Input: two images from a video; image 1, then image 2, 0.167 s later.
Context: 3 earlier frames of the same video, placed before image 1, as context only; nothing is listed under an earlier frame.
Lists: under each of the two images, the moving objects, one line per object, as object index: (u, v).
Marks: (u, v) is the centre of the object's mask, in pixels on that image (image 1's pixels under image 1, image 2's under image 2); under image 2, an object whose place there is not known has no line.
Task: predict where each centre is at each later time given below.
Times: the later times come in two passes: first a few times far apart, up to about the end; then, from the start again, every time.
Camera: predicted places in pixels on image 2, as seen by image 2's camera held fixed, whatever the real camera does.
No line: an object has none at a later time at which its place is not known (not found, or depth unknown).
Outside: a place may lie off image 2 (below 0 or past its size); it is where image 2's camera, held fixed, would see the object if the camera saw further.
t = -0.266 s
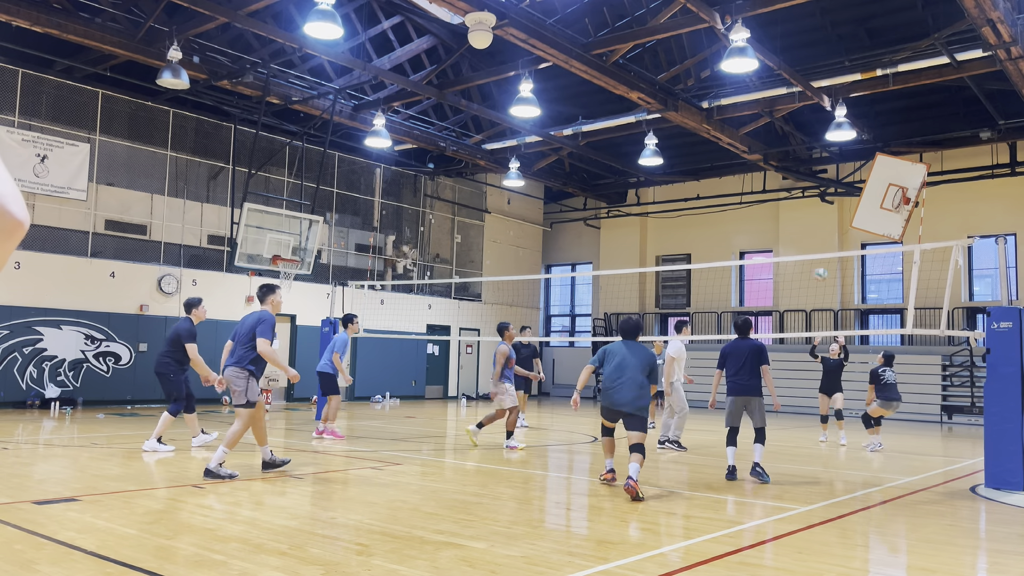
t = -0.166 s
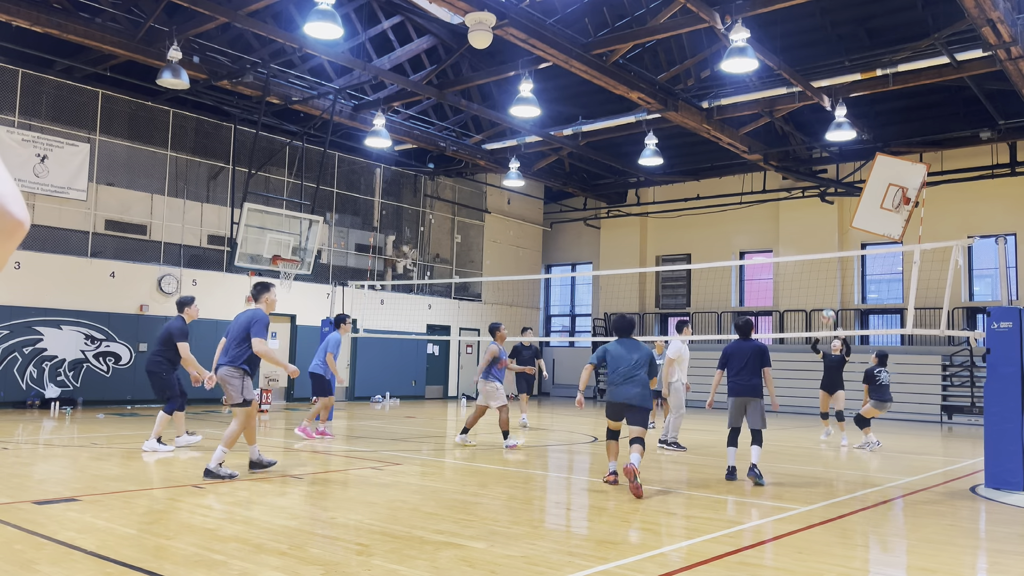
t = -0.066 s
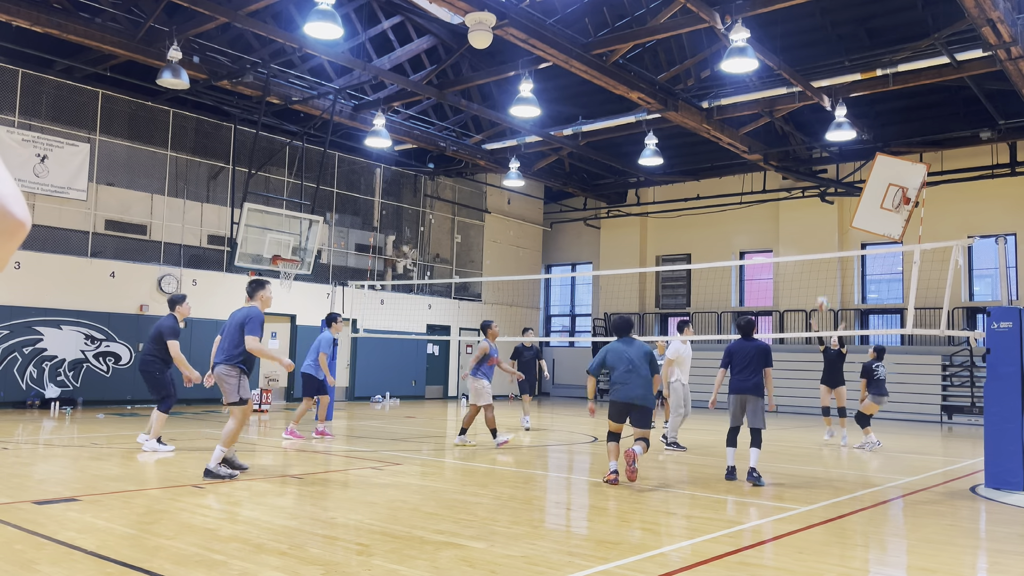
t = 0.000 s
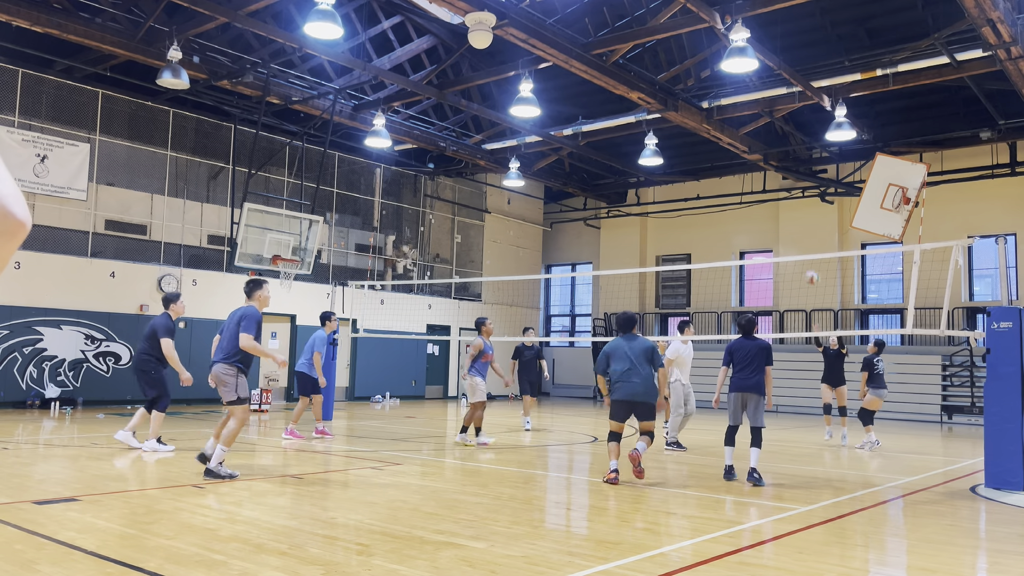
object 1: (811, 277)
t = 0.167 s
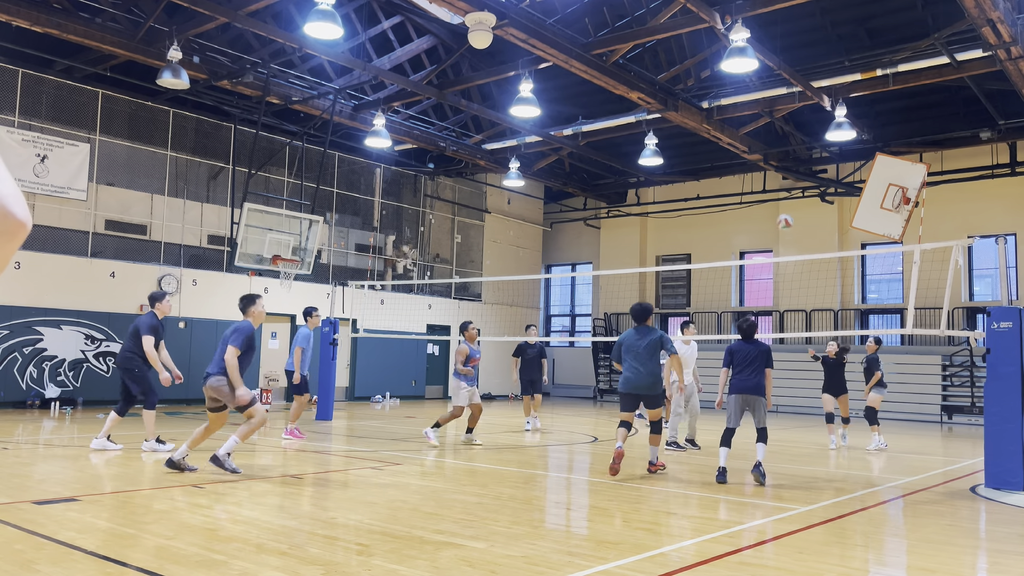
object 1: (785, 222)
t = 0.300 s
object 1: (762, 187)
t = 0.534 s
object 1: (714, 149)
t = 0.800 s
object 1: (642, 161)
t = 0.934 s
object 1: (598, 200)
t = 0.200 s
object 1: (779, 213)
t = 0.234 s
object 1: (773, 204)
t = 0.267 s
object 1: (768, 195)
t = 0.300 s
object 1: (762, 187)
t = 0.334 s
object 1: (756, 180)
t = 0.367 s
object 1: (750, 172)
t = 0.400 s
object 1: (743, 166)
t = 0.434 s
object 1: (736, 161)
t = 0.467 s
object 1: (729, 156)
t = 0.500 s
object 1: (722, 152)
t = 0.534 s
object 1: (714, 149)
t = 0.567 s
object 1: (707, 146)
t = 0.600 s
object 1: (698, 145)
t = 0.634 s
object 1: (690, 145)
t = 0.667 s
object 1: (681, 146)
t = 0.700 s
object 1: (672, 148)
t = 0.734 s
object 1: (665, 150)
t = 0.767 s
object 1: (653, 156)
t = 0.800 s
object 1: (642, 161)
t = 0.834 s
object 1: (632, 169)
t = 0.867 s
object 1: (622, 177)
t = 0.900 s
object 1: (610, 187)
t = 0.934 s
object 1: (598, 200)
